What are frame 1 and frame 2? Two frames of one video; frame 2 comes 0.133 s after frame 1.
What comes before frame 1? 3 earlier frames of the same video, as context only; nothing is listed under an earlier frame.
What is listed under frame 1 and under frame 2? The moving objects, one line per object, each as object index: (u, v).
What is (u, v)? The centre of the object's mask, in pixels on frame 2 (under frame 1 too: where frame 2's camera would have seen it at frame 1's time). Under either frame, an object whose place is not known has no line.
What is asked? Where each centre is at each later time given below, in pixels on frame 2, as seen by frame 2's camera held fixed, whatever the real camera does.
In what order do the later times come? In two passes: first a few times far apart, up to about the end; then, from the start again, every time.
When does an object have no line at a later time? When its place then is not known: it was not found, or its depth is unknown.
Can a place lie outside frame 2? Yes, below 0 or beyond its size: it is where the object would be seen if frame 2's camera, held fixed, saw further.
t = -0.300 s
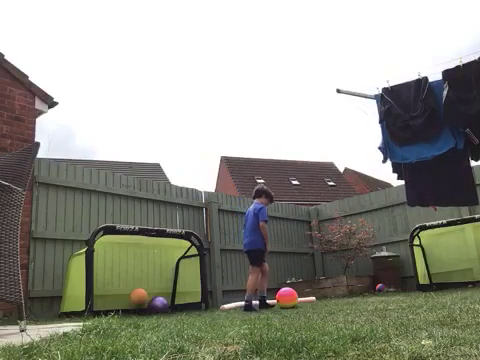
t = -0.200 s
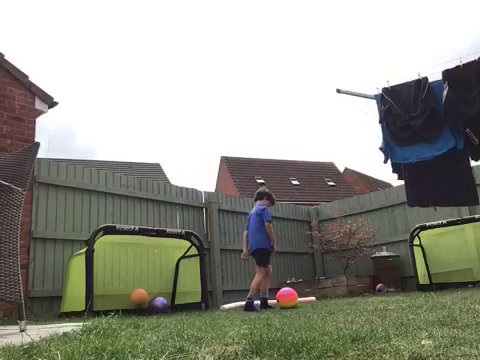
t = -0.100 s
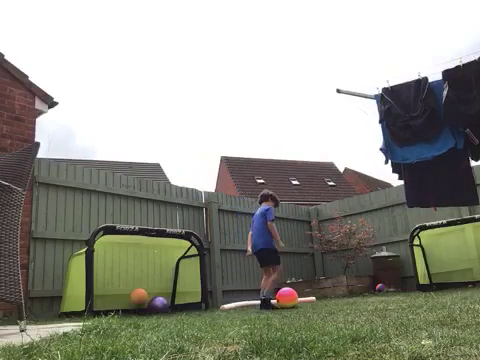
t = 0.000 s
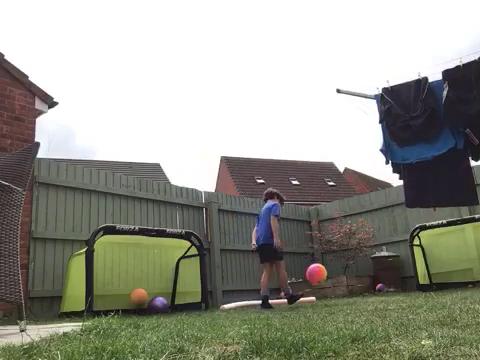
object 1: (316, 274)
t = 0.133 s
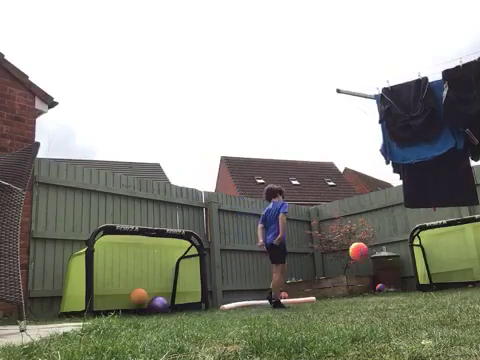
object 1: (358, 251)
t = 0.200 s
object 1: (377, 246)
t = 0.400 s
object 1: (422, 249)
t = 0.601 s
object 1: (470, 282)
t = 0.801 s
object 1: (475, 246)
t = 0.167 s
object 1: (368, 248)
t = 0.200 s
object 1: (377, 246)
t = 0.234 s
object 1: (386, 245)
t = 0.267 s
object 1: (394, 244)
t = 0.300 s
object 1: (403, 245)
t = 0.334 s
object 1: (410, 245)
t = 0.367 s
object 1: (416, 247)
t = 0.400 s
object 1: (422, 249)
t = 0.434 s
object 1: (430, 253)
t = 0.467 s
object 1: (437, 257)
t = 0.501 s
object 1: (446, 262)
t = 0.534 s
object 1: (453, 266)
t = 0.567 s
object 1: (462, 274)
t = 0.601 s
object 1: (470, 282)
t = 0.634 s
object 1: (471, 278)
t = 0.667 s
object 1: (472, 270)
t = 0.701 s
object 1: (473, 263)
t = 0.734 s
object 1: (473, 257)
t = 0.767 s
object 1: (474, 252)
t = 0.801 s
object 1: (475, 246)
